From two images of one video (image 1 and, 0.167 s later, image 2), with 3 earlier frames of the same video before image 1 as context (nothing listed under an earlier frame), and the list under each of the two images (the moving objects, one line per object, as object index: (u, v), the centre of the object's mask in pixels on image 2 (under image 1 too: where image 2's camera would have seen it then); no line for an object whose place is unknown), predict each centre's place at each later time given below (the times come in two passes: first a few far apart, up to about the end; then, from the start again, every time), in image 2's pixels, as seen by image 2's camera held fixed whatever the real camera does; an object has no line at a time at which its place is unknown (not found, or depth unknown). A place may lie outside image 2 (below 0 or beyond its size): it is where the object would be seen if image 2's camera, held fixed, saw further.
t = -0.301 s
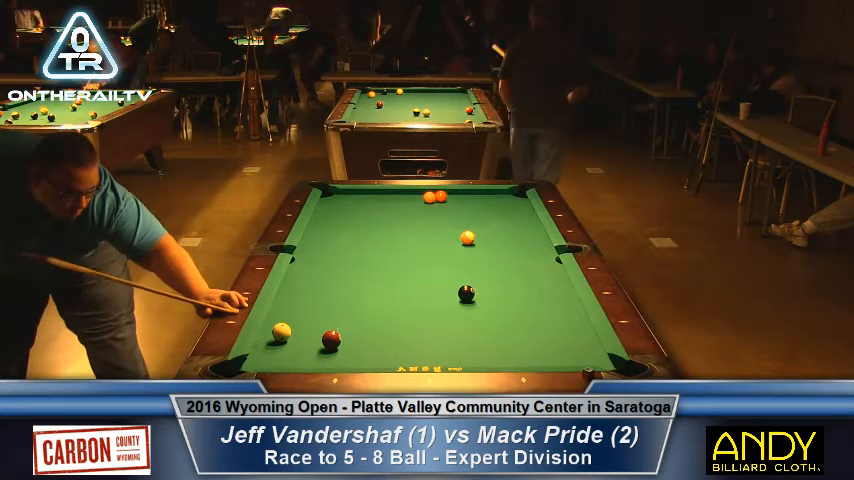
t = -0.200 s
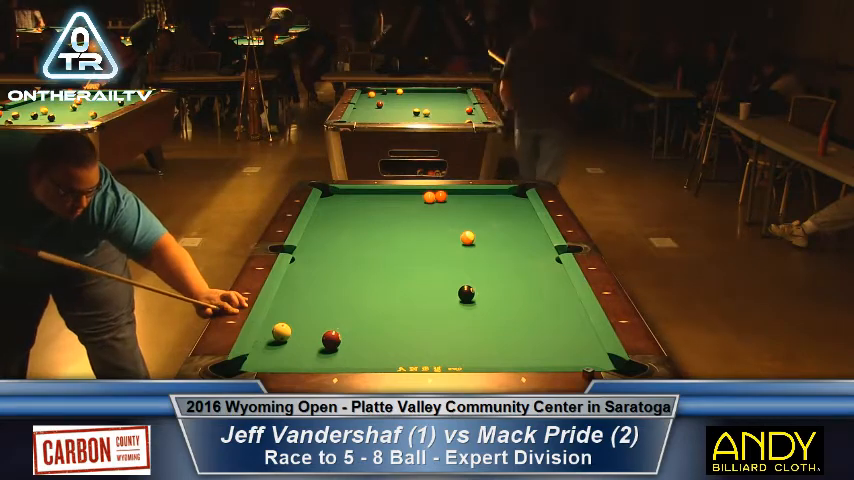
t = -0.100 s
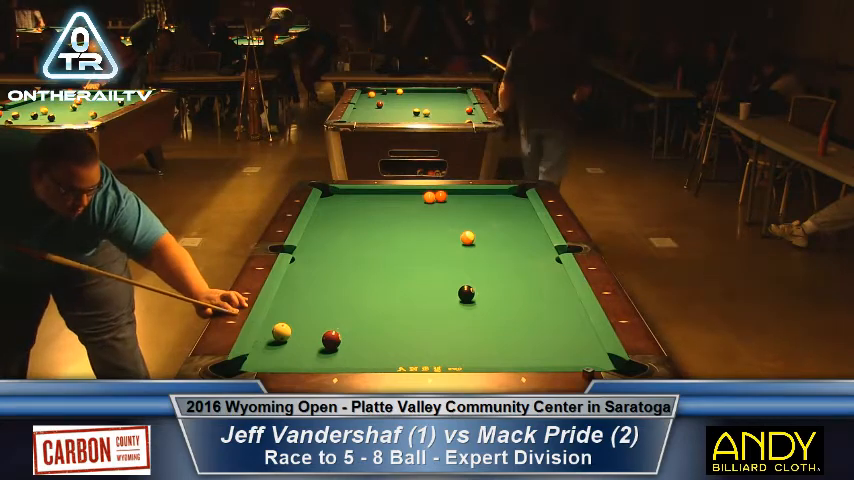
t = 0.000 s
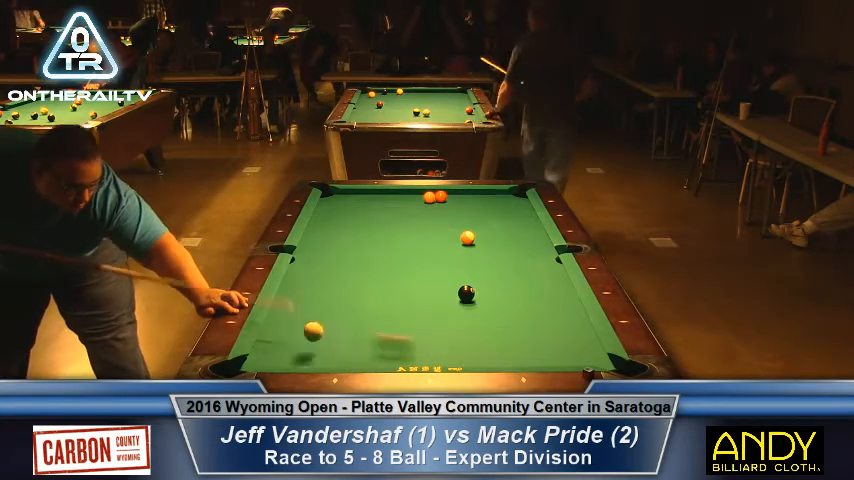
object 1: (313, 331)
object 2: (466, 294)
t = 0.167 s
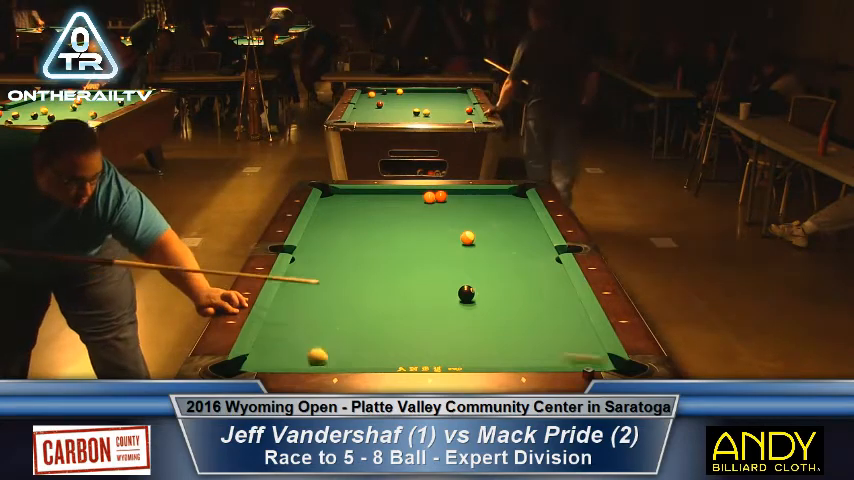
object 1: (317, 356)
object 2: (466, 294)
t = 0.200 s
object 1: (323, 355)
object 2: (466, 294)
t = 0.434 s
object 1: (376, 343)
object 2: (466, 294)
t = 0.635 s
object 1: (436, 334)
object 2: (466, 294)
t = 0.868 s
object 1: (511, 327)
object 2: (466, 294)
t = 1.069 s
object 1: (571, 321)
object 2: (466, 294)
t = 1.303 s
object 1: (543, 313)
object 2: (466, 294)
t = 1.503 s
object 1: (510, 305)
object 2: (466, 294)
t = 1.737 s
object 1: (476, 298)
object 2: (463, 292)
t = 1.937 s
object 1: (462, 299)
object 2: (452, 286)
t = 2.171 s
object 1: (445, 300)
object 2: (442, 281)
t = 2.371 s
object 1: (432, 300)
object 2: (432, 276)
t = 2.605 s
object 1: (418, 301)
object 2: (422, 270)
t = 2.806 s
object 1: (406, 301)
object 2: (414, 266)
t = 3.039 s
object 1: (394, 301)
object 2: (405, 262)
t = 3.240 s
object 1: (384, 302)
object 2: (399, 259)
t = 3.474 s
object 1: (373, 302)
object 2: (391, 255)
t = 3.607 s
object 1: (367, 302)
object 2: (387, 253)
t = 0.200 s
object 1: (323, 355)
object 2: (466, 294)
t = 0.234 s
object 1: (330, 352)
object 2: (466, 294)
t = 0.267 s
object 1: (337, 352)
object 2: (466, 294)
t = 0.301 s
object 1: (345, 351)
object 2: (466, 294)
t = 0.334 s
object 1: (353, 347)
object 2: (466, 294)
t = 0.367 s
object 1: (360, 347)
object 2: (466, 294)
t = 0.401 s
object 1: (368, 344)
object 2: (466, 294)
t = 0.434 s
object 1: (376, 343)
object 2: (466, 294)
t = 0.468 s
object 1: (386, 341)
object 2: (466, 294)
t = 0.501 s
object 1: (395, 339)
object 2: (466, 294)
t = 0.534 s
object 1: (404, 337)
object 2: (466, 294)
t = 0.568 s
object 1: (415, 336)
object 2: (466, 294)
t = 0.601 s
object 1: (425, 335)
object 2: (466, 294)
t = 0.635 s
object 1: (436, 334)
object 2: (466, 294)
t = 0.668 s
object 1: (447, 333)
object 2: (466, 294)
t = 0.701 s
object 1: (459, 332)
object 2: (466, 294)
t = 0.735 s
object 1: (469, 331)
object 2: (466, 294)
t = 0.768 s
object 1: (480, 330)
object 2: (466, 294)
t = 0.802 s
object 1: (490, 329)
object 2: (466, 294)
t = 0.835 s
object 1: (500, 328)
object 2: (466, 294)
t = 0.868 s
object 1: (511, 327)
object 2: (466, 294)
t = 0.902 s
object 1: (521, 326)
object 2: (466, 294)
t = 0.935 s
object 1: (531, 325)
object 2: (466, 294)
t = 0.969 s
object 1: (541, 324)
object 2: (466, 294)
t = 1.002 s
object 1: (551, 323)
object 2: (466, 294)
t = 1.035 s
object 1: (561, 322)
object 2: (466, 294)
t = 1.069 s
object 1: (571, 321)
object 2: (466, 294)
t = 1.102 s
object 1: (580, 321)
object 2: (466, 294)
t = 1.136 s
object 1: (575, 320)
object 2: (466, 294)
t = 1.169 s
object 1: (566, 318)
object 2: (466, 294)
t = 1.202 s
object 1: (560, 317)
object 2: (466, 294)
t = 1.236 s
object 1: (554, 315)
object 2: (466, 294)
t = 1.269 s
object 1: (548, 314)
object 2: (466, 294)
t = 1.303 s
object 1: (543, 313)
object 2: (466, 294)
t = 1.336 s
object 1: (537, 312)
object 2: (466, 294)
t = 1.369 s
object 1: (532, 310)
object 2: (466, 294)
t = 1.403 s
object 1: (526, 309)
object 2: (466, 294)
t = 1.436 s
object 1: (521, 308)
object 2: (466, 294)
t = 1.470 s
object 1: (515, 306)
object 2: (466, 294)
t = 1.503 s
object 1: (510, 305)
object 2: (466, 294)
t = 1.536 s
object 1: (505, 304)
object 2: (466, 294)
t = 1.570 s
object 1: (499, 303)
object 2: (466, 294)
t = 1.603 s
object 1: (494, 301)
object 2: (466, 294)
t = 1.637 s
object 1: (489, 300)
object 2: (466, 294)
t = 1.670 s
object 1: (485, 299)
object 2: (466, 294)
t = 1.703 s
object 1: (479, 298)
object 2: (465, 293)
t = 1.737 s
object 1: (476, 298)
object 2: (463, 292)
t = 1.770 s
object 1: (474, 298)
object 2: (461, 291)
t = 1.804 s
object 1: (471, 298)
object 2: (459, 290)
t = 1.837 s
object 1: (469, 298)
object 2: (457, 289)
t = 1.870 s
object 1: (467, 299)
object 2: (456, 288)
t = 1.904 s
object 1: (464, 299)
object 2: (454, 287)
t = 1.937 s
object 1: (462, 299)
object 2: (452, 286)
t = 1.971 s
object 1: (459, 299)
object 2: (451, 285)
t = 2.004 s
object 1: (457, 299)
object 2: (449, 284)
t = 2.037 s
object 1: (455, 299)
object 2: (448, 284)
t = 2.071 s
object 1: (452, 299)
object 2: (446, 283)
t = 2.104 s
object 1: (450, 300)
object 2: (444, 282)
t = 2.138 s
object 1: (448, 299)
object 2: (443, 281)
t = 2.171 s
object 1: (445, 300)
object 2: (442, 281)
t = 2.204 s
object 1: (443, 300)
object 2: (440, 280)
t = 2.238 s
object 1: (441, 300)
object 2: (438, 279)
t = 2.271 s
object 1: (439, 300)
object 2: (437, 278)
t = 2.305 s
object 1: (437, 300)
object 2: (435, 277)
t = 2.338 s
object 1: (435, 300)
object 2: (434, 276)
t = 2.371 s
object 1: (432, 300)
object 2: (432, 276)
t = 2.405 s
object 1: (430, 300)
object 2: (431, 275)
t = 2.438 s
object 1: (428, 301)
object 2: (429, 274)
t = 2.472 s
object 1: (426, 300)
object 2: (428, 273)
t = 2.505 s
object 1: (424, 301)
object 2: (426, 273)
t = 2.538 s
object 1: (422, 301)
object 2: (425, 272)
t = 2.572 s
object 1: (420, 301)
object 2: (424, 271)
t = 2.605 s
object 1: (418, 301)
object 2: (422, 270)
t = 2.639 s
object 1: (416, 301)
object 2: (421, 269)
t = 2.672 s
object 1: (414, 301)
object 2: (420, 269)
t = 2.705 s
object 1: (412, 301)
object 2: (418, 268)
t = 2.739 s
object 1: (410, 301)
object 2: (417, 268)
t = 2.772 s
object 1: (408, 301)
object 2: (416, 267)
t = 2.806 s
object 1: (406, 301)
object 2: (414, 266)
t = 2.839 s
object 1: (404, 301)
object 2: (413, 266)
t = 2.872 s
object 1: (403, 301)
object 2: (412, 265)
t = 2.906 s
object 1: (401, 301)
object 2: (410, 264)
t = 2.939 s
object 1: (399, 301)
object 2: (409, 264)
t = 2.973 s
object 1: (397, 301)
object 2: (408, 263)
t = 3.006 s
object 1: (396, 301)
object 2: (407, 263)
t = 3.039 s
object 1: (394, 301)
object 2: (405, 262)
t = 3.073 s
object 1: (392, 301)
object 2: (404, 262)
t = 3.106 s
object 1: (390, 302)
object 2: (403, 261)
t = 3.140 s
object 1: (388, 302)
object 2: (402, 260)
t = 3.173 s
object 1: (387, 302)
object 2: (401, 259)
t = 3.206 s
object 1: (386, 302)
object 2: (400, 259)
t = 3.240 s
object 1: (384, 302)
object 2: (399, 259)
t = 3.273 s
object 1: (382, 302)
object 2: (398, 258)
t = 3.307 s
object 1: (381, 302)
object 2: (396, 257)
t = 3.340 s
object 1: (379, 302)
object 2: (395, 257)
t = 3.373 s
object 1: (377, 302)
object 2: (394, 256)
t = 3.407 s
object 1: (376, 302)
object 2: (393, 256)
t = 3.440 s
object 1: (374, 302)
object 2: (392, 255)
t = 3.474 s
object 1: (373, 302)
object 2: (391, 255)
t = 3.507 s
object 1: (372, 302)
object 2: (390, 255)
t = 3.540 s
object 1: (370, 302)
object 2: (389, 254)
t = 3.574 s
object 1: (368, 302)
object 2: (388, 253)
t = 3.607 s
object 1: (367, 302)
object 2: (387, 253)
